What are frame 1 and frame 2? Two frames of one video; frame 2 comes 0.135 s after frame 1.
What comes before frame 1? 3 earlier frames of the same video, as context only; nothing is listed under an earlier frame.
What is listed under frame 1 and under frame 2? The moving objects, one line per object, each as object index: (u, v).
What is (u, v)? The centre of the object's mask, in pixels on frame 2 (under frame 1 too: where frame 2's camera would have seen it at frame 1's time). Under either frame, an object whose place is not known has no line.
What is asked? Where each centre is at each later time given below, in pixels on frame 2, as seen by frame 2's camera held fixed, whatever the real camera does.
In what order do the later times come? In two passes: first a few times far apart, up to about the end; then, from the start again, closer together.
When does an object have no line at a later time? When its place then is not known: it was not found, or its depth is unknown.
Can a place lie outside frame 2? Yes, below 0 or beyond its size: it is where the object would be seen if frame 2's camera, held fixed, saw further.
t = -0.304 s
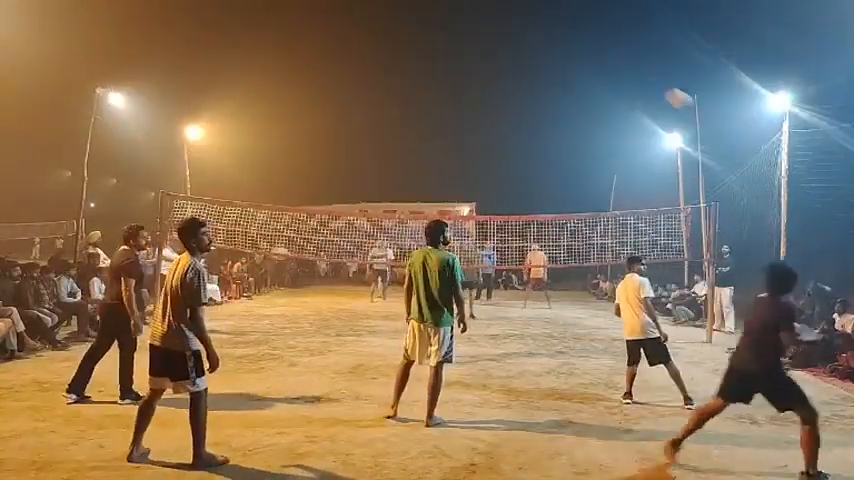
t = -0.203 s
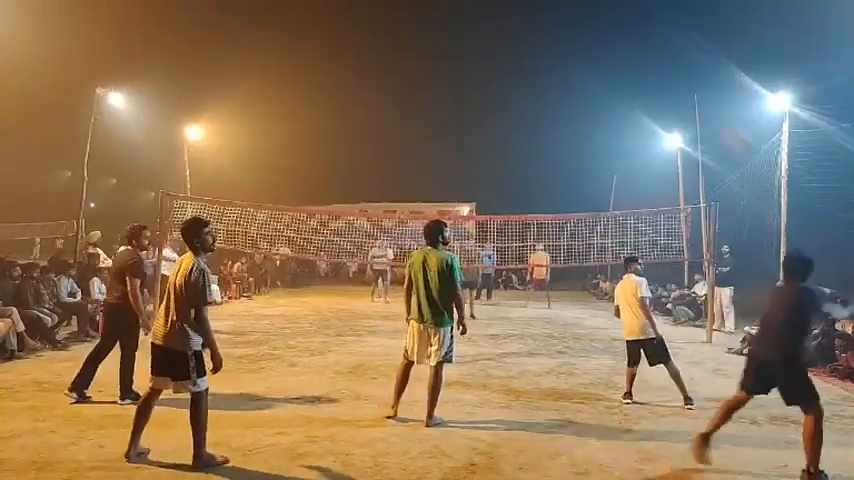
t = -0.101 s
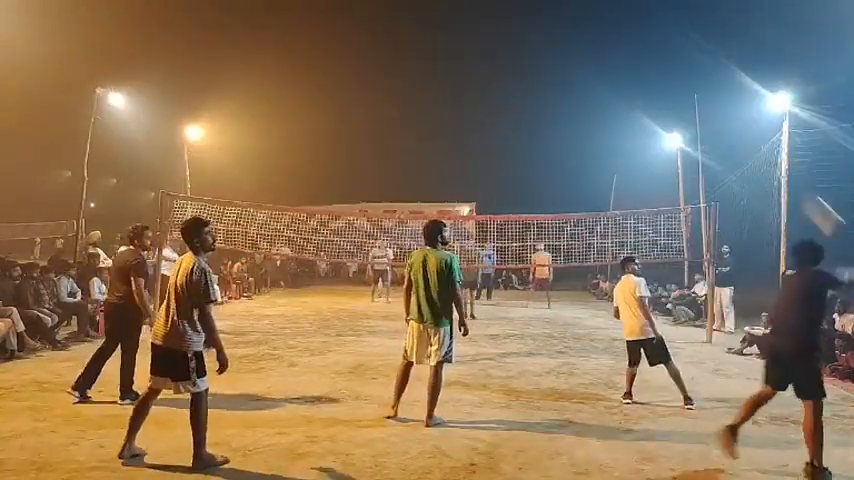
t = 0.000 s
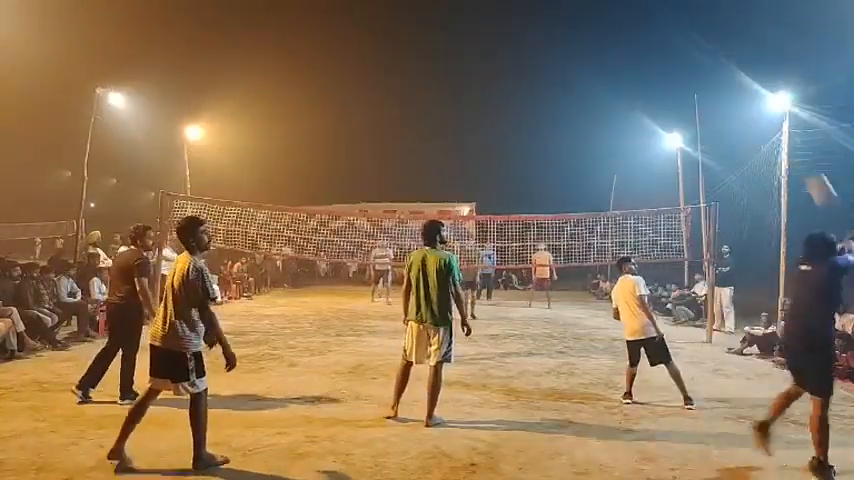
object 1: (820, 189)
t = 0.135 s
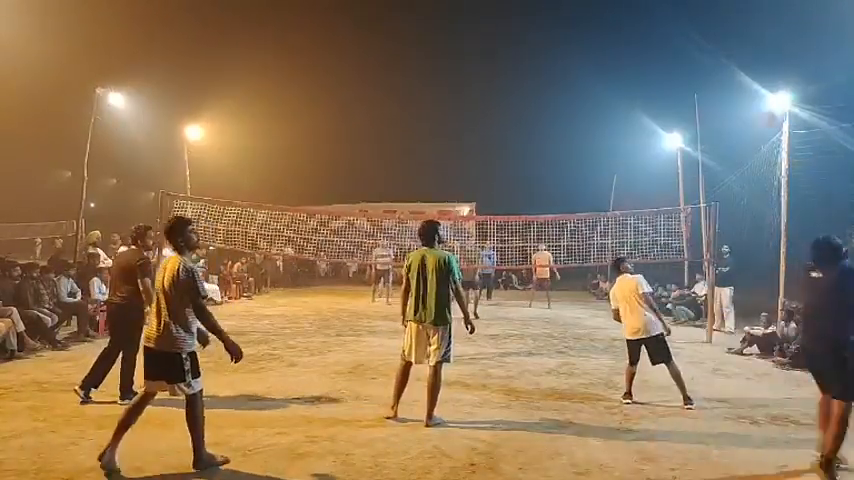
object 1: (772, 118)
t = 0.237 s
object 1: (739, 85)
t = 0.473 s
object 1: (689, 60)
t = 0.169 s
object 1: (759, 104)
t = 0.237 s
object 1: (739, 85)
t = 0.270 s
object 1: (732, 78)
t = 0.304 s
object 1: (723, 72)
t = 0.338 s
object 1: (716, 68)
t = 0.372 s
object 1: (709, 65)
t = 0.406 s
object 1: (702, 62)
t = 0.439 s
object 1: (695, 60)
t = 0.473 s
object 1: (689, 60)
